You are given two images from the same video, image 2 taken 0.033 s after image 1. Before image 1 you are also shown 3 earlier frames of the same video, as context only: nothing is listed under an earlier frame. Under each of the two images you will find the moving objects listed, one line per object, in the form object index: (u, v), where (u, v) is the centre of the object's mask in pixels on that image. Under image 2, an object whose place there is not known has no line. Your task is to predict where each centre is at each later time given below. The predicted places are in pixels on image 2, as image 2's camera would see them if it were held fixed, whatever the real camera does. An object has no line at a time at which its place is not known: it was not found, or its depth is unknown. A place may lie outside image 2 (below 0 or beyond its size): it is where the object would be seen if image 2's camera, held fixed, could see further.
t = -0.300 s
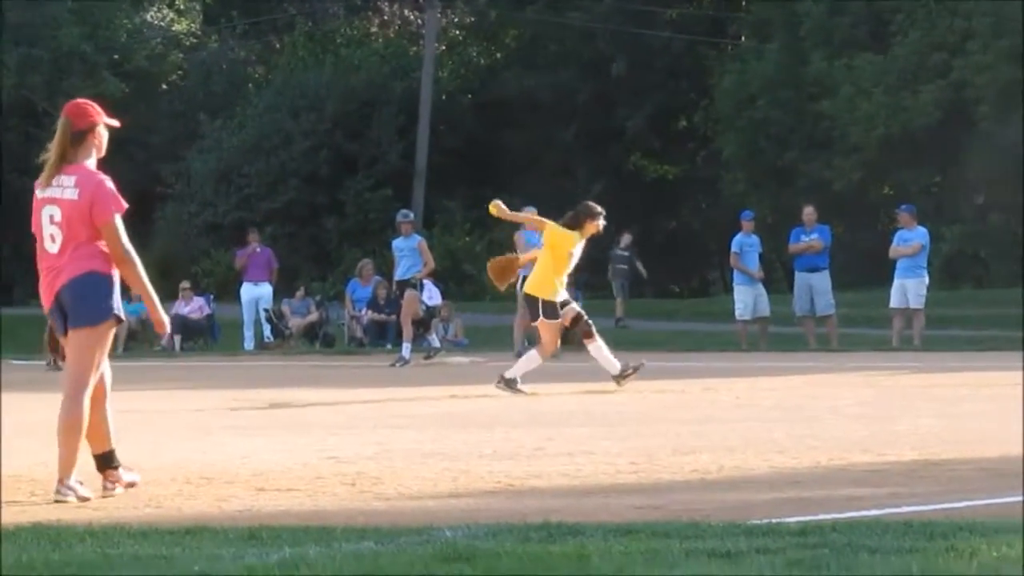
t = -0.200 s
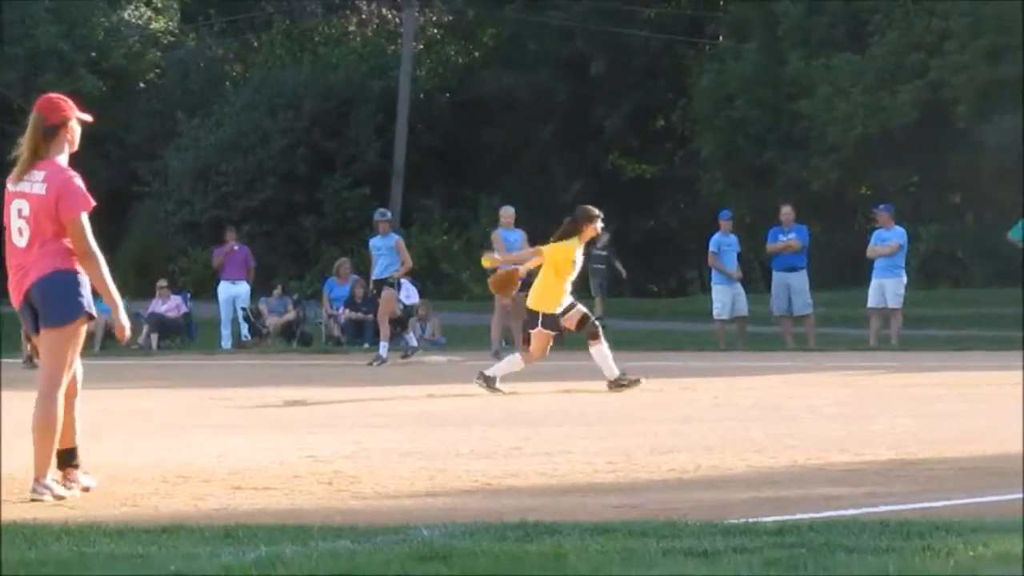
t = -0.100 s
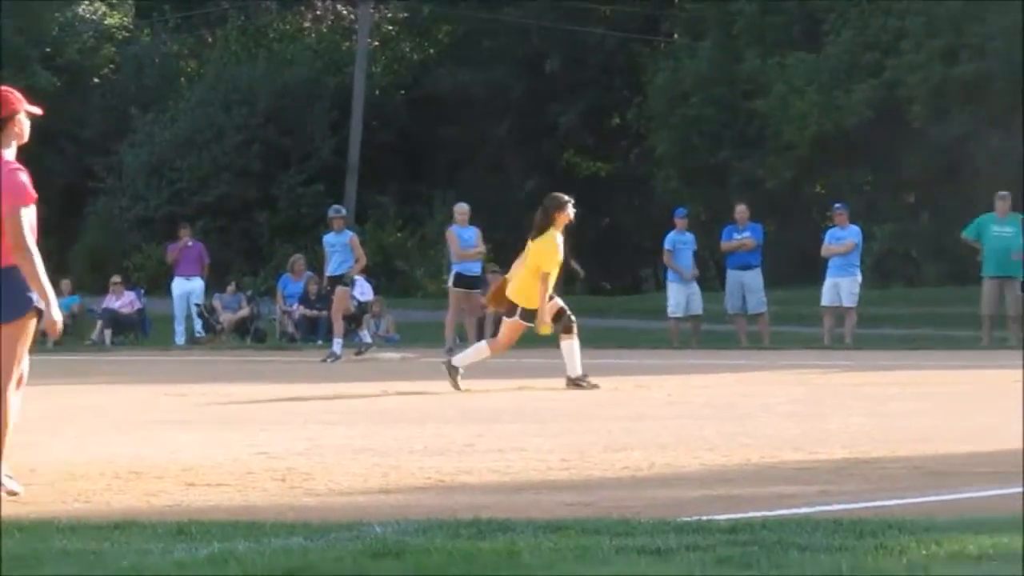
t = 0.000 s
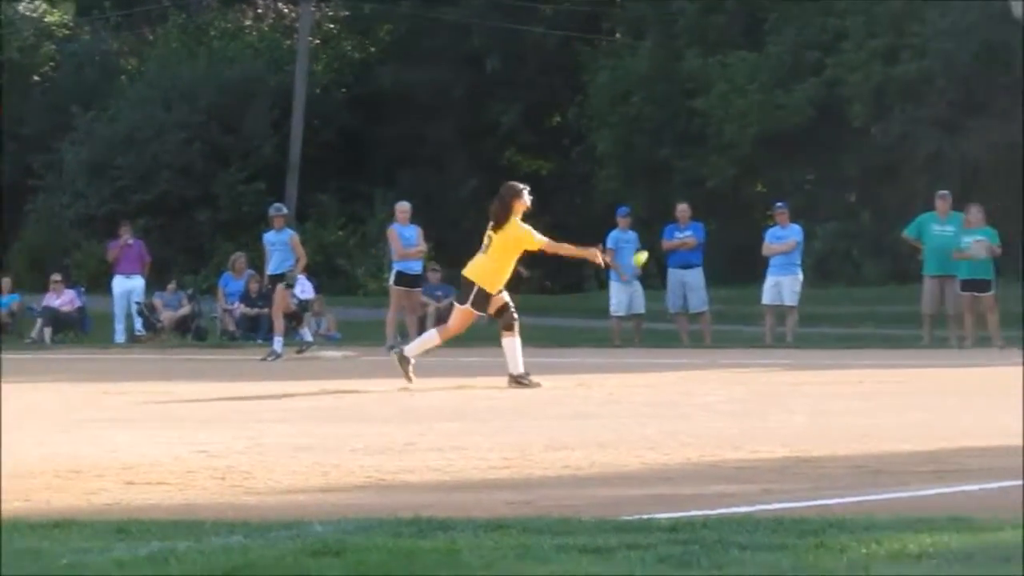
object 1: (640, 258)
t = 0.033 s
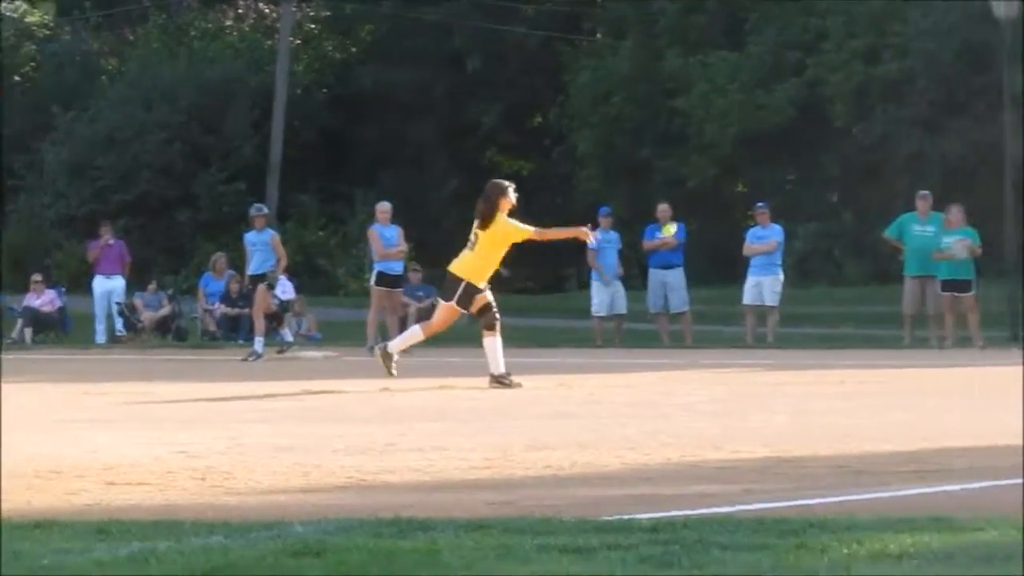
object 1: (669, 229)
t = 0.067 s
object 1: (716, 203)
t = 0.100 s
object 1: (763, 178)
